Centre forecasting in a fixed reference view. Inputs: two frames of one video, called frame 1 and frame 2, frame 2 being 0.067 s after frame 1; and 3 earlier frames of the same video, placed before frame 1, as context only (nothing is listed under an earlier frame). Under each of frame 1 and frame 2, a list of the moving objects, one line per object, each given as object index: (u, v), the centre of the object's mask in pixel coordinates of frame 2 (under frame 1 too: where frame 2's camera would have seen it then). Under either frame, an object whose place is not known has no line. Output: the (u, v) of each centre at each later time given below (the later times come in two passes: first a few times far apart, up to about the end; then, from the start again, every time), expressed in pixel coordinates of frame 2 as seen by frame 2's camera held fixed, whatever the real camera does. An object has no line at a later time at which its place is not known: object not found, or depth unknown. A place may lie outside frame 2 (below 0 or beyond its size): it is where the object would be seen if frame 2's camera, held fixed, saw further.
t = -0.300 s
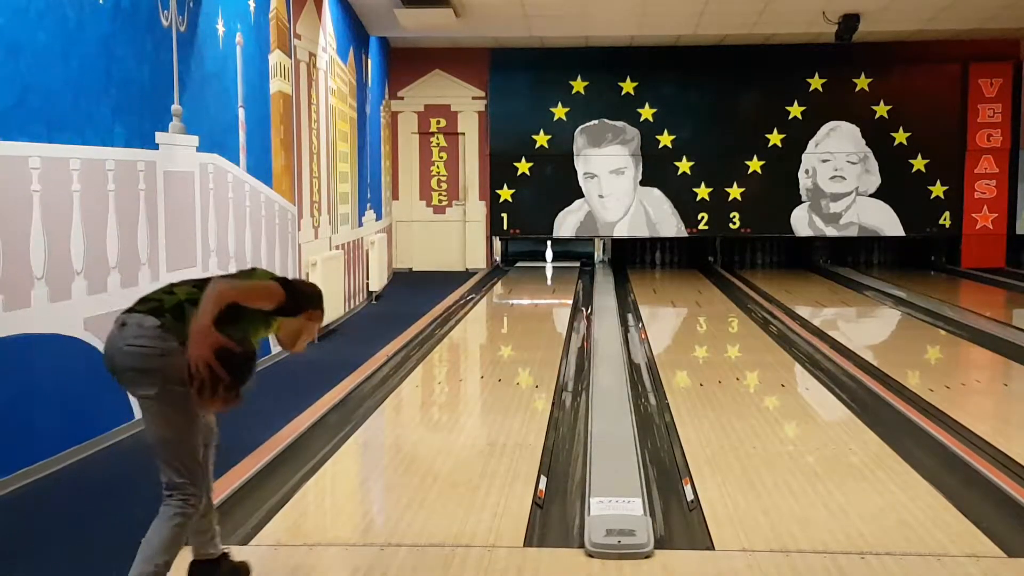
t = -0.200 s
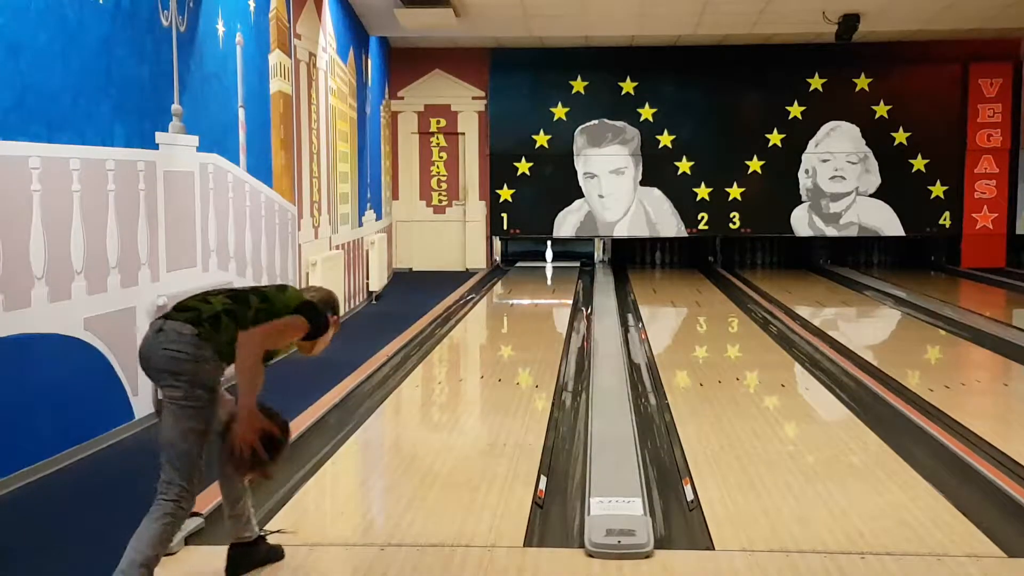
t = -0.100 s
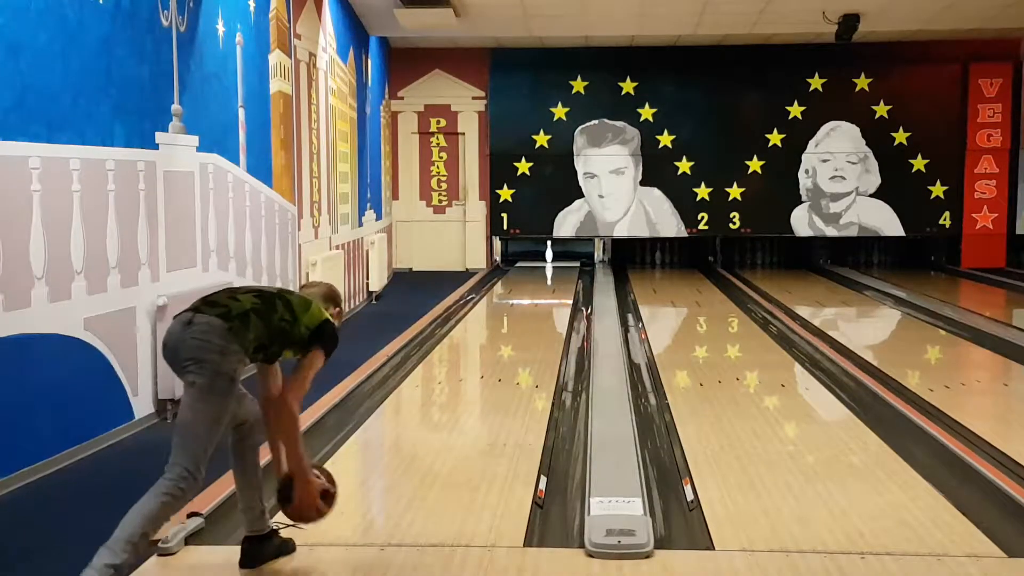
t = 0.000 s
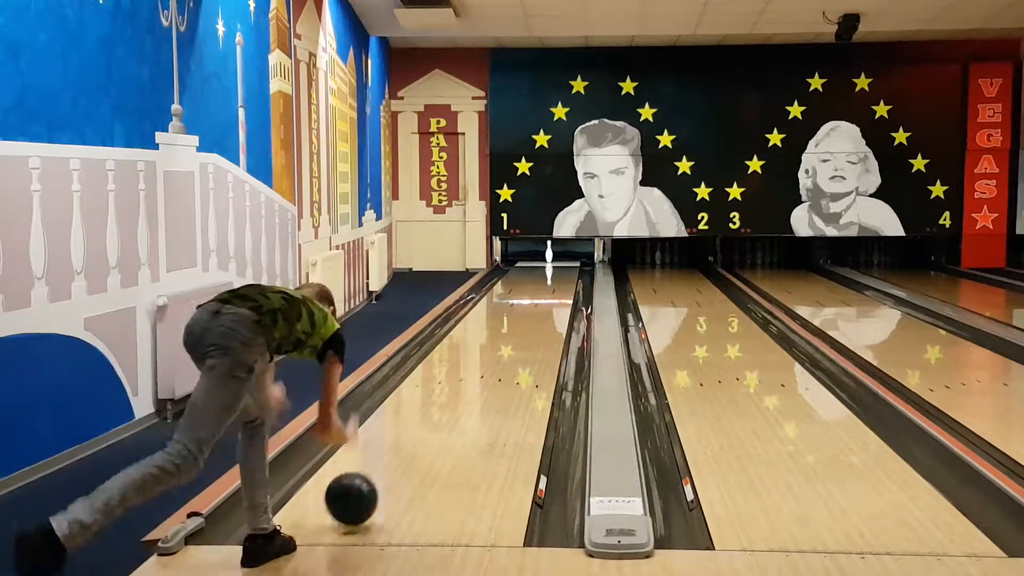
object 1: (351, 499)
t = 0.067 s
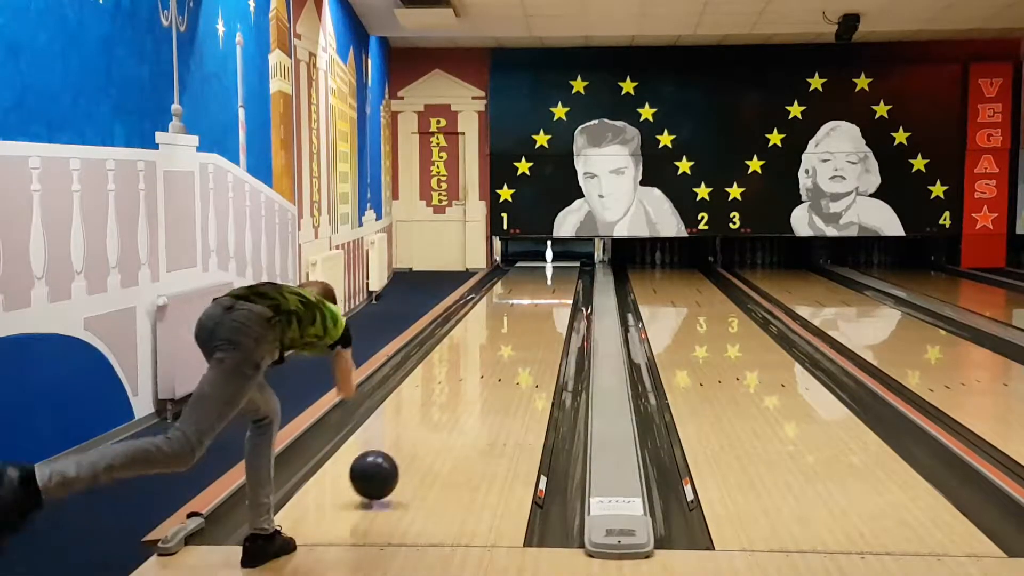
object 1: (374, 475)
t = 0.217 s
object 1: (415, 442)
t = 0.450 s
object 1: (461, 398)
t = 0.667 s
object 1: (490, 369)
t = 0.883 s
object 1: (512, 346)
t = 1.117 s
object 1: (530, 328)
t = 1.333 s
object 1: (542, 314)
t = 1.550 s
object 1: (552, 302)
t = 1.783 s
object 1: (559, 291)
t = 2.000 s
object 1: (562, 285)
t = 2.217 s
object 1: (562, 278)
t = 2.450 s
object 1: (561, 272)
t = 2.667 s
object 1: (559, 266)
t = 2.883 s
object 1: (557, 263)
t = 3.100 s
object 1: (556, 258)
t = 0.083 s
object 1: (379, 471)
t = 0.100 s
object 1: (384, 468)
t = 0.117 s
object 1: (389, 466)
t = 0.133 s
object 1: (394, 462)
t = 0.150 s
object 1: (399, 457)
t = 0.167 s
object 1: (403, 453)
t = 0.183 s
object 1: (407, 450)
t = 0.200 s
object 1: (411, 445)
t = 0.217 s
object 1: (415, 442)
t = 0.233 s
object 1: (419, 438)
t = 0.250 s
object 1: (423, 434)
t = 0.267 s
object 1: (427, 431)
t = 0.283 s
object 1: (430, 427)
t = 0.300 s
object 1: (434, 424)
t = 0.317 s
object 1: (437, 421)
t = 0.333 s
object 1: (440, 418)
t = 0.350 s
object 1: (443, 414)
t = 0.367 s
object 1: (446, 411)
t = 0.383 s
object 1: (449, 408)
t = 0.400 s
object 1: (453, 406)
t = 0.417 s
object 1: (455, 403)
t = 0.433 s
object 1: (458, 400)
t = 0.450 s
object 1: (461, 398)
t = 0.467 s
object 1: (463, 395)
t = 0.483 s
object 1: (466, 393)
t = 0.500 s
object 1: (469, 390)
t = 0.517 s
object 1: (471, 388)
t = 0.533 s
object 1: (473, 385)
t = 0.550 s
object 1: (476, 383)
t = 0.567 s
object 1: (478, 381)
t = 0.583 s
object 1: (480, 378)
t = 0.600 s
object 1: (482, 376)
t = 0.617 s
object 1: (484, 374)
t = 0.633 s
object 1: (486, 372)
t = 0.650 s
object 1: (488, 370)
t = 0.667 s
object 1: (490, 369)
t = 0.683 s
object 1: (492, 366)
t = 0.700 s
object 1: (494, 365)
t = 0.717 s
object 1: (496, 363)
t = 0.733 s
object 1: (498, 361)
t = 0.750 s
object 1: (499, 359)
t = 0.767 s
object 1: (501, 358)
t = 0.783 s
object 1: (503, 356)
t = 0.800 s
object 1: (504, 354)
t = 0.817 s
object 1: (506, 352)
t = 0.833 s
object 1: (508, 351)
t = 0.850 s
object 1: (509, 349)
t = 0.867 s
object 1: (511, 348)
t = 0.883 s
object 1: (512, 346)
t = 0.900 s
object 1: (514, 345)
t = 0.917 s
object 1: (515, 343)
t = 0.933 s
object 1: (516, 342)
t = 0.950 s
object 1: (518, 340)
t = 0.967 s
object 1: (519, 339)
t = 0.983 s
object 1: (520, 338)
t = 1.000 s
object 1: (521, 336)
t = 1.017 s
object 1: (523, 335)
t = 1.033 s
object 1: (524, 334)
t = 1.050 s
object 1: (525, 333)
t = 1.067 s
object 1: (526, 331)
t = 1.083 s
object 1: (527, 330)
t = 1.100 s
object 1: (529, 329)
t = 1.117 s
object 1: (530, 328)
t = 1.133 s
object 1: (531, 326)
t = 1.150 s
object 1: (532, 325)
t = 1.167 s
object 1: (533, 324)
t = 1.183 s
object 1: (534, 323)
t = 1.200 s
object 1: (535, 322)
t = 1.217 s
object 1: (536, 321)
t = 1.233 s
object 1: (537, 320)
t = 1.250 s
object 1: (538, 319)
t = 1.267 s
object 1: (539, 318)
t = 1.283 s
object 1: (540, 317)
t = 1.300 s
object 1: (541, 316)
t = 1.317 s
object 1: (542, 315)
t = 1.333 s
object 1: (542, 314)
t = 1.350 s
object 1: (543, 313)
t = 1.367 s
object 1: (544, 312)
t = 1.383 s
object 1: (545, 311)
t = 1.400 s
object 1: (546, 310)
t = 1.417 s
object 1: (546, 309)
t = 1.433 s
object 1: (547, 308)
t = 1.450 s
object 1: (548, 307)
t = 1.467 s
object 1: (548, 307)
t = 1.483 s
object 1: (549, 305)
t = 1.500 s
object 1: (550, 305)
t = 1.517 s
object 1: (550, 304)
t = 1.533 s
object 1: (551, 303)
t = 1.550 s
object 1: (552, 302)
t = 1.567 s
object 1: (553, 301)
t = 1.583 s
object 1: (553, 301)
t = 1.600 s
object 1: (554, 300)
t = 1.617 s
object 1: (554, 299)
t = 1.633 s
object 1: (555, 298)
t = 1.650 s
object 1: (555, 297)
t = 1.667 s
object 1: (556, 297)
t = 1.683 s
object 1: (556, 296)
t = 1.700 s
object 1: (557, 295)
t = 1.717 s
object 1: (557, 295)
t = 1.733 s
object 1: (558, 294)
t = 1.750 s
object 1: (558, 293)
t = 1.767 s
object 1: (558, 292)
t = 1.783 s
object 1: (559, 291)
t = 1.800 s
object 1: (559, 291)
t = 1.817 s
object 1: (559, 291)
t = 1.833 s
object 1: (560, 290)
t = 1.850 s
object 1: (560, 290)
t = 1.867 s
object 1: (560, 289)
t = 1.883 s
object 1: (560, 289)
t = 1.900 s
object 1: (561, 288)
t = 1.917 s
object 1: (561, 287)
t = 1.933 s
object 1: (561, 286)
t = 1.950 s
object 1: (561, 286)
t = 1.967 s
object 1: (561, 286)
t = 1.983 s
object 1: (561, 285)
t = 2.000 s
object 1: (562, 285)
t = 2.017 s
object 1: (561, 284)
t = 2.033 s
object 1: (562, 283)
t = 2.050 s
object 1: (562, 283)
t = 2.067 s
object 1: (562, 282)
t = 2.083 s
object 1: (562, 282)
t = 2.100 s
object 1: (563, 281)
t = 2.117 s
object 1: (563, 281)
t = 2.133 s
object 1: (562, 281)
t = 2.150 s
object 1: (562, 280)
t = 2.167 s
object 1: (563, 279)
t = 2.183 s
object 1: (562, 279)
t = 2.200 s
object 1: (562, 279)
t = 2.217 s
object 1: (562, 278)
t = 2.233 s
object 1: (562, 278)
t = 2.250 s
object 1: (562, 277)
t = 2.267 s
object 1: (562, 276)
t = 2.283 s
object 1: (562, 276)
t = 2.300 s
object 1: (562, 276)
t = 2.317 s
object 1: (562, 276)
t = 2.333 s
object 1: (561, 275)
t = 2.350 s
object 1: (562, 274)
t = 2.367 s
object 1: (561, 274)
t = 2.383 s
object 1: (561, 273)
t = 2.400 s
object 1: (561, 273)
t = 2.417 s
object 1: (560, 272)
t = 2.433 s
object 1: (561, 272)
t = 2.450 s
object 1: (561, 272)
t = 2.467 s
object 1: (561, 271)
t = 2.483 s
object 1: (561, 271)
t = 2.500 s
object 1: (560, 270)
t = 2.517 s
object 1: (560, 270)
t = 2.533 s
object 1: (560, 270)
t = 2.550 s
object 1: (560, 269)
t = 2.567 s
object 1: (560, 269)
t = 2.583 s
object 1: (560, 269)
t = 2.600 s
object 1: (560, 268)
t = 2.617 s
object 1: (560, 268)
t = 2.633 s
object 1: (559, 268)
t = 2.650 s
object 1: (559, 267)
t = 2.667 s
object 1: (559, 266)
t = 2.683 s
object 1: (559, 266)
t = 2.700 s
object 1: (558, 266)
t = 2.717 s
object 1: (558, 266)
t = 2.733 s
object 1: (558, 265)
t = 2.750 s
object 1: (558, 265)
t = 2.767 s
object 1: (558, 265)
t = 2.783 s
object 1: (558, 264)
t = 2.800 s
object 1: (558, 264)
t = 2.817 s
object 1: (558, 264)
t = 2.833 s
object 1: (558, 265)
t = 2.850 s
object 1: (558, 264)
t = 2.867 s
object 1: (557, 264)
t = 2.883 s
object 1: (557, 263)
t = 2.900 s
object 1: (557, 262)
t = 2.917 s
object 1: (557, 262)
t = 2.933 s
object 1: (557, 261)
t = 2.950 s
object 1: (557, 261)
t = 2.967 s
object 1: (557, 261)
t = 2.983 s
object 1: (556, 261)
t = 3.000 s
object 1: (557, 261)
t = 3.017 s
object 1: (556, 260)
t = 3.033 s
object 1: (556, 259)
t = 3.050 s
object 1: (556, 259)
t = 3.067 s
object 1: (556, 259)
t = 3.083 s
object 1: (556, 258)
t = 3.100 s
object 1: (556, 258)
